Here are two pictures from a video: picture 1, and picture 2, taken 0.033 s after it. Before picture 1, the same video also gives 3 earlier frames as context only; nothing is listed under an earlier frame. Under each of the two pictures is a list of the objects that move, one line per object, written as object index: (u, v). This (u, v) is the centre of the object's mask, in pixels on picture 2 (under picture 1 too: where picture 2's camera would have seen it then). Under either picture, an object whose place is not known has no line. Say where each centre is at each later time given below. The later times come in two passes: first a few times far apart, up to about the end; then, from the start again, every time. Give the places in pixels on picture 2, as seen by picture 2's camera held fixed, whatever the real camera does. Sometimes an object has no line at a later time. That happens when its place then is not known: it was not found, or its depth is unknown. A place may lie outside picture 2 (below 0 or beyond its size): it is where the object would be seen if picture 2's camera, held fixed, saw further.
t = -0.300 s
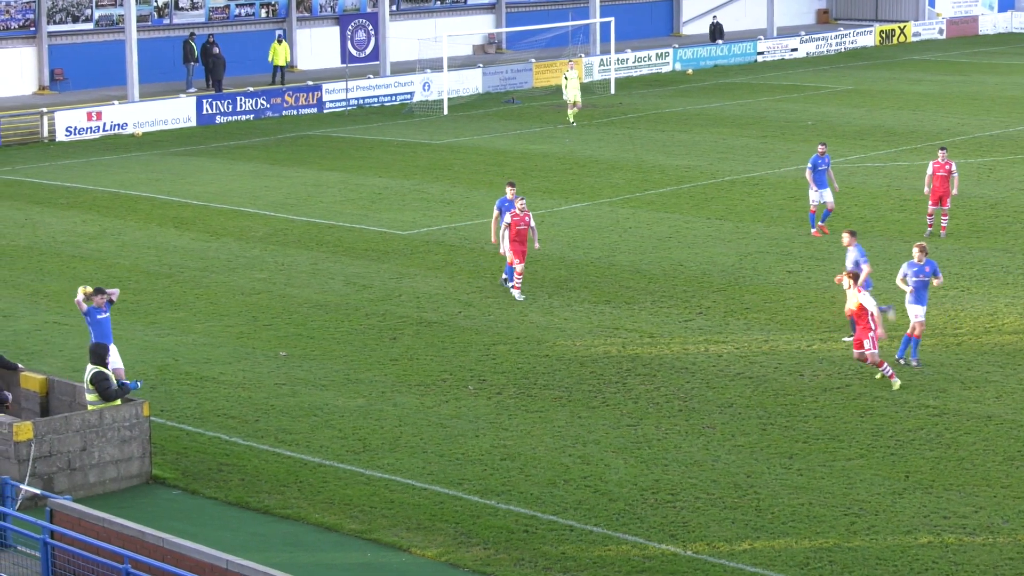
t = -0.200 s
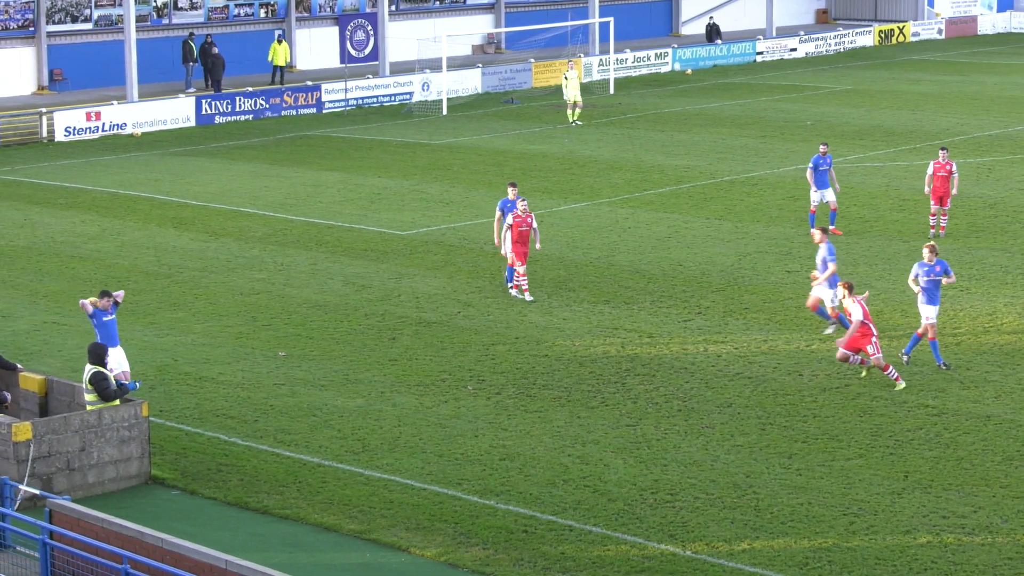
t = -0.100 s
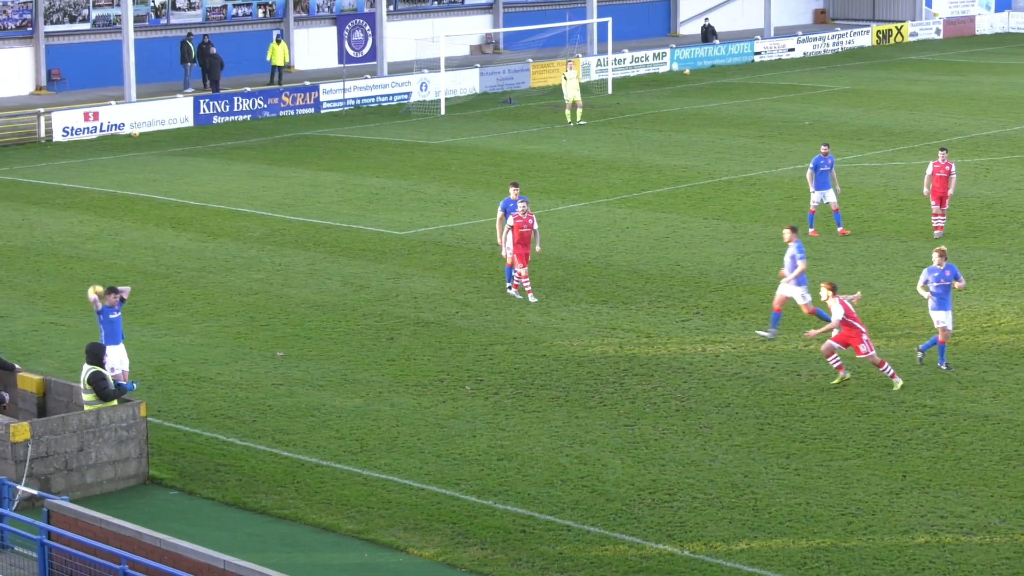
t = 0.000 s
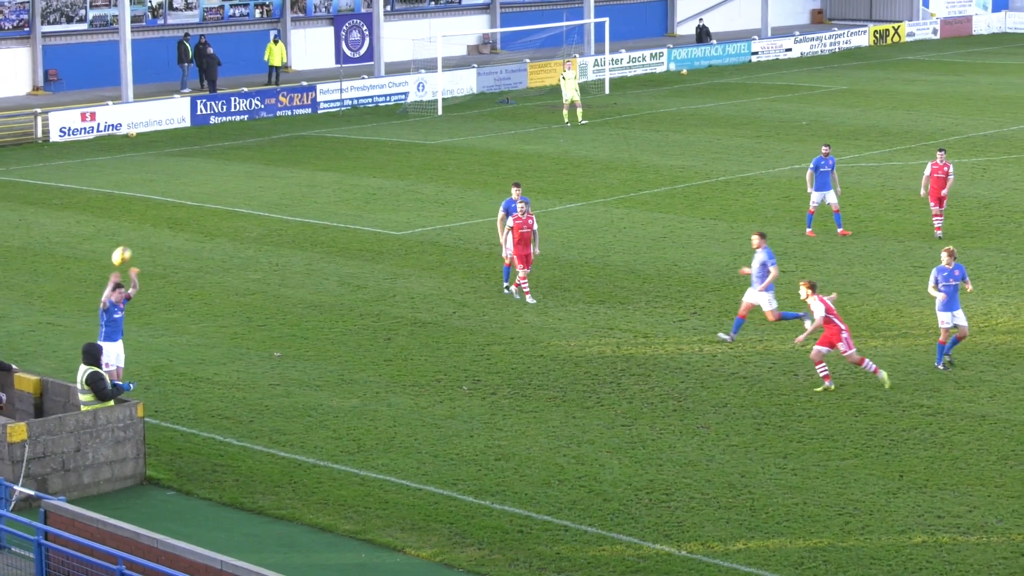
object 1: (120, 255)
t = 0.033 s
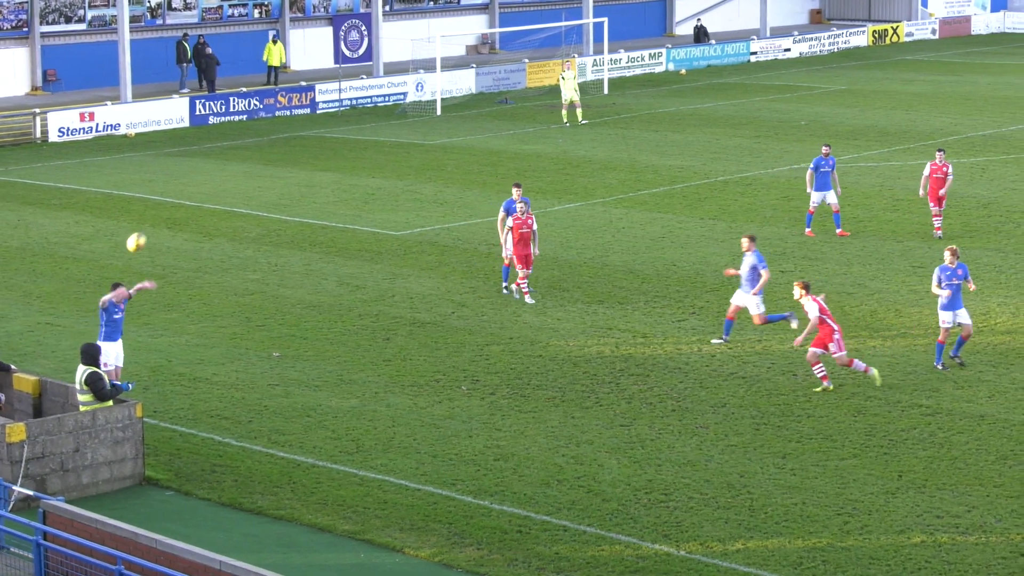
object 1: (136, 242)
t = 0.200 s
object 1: (218, 183)
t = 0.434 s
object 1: (343, 131)
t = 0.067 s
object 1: (152, 229)
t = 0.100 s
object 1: (168, 216)
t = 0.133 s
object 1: (185, 205)
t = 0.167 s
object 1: (202, 193)
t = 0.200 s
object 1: (218, 183)
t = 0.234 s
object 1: (236, 174)
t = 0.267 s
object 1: (254, 164)
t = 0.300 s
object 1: (271, 156)
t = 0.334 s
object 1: (289, 149)
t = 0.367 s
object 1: (307, 142)
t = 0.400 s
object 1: (325, 137)
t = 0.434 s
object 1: (343, 131)
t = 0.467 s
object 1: (362, 127)
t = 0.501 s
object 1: (380, 123)
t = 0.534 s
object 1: (399, 120)
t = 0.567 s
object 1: (417, 118)
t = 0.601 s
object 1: (436, 117)
